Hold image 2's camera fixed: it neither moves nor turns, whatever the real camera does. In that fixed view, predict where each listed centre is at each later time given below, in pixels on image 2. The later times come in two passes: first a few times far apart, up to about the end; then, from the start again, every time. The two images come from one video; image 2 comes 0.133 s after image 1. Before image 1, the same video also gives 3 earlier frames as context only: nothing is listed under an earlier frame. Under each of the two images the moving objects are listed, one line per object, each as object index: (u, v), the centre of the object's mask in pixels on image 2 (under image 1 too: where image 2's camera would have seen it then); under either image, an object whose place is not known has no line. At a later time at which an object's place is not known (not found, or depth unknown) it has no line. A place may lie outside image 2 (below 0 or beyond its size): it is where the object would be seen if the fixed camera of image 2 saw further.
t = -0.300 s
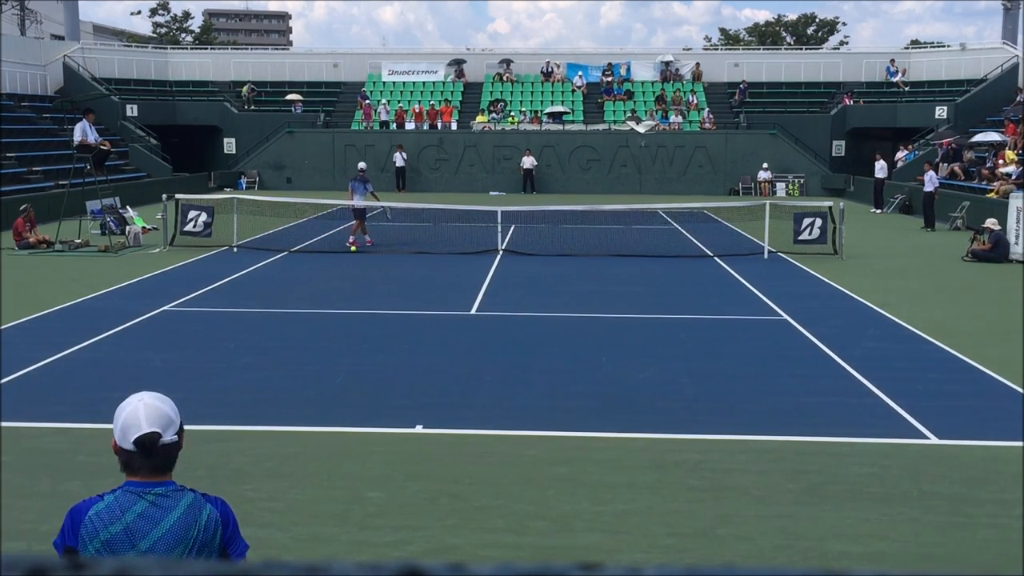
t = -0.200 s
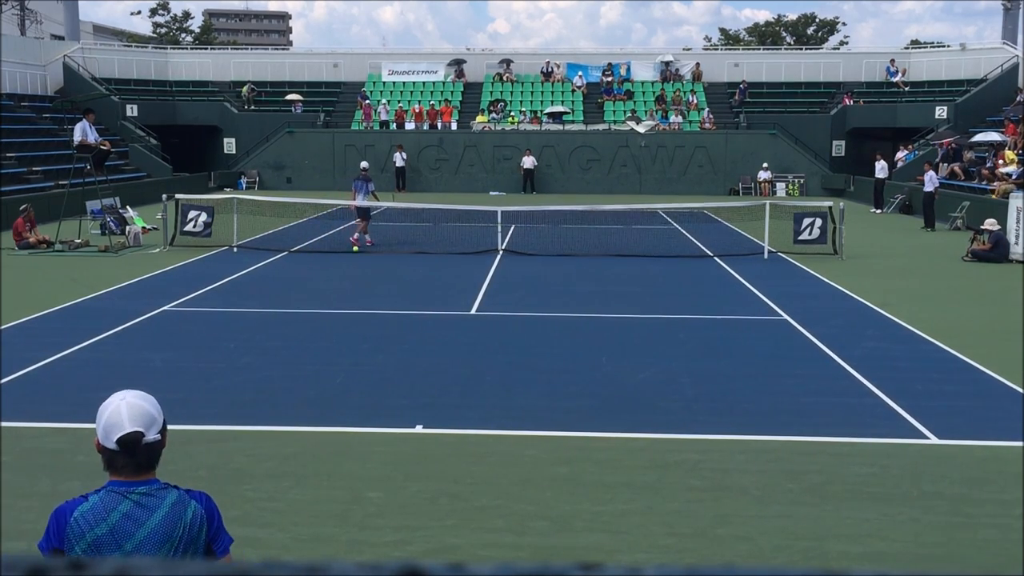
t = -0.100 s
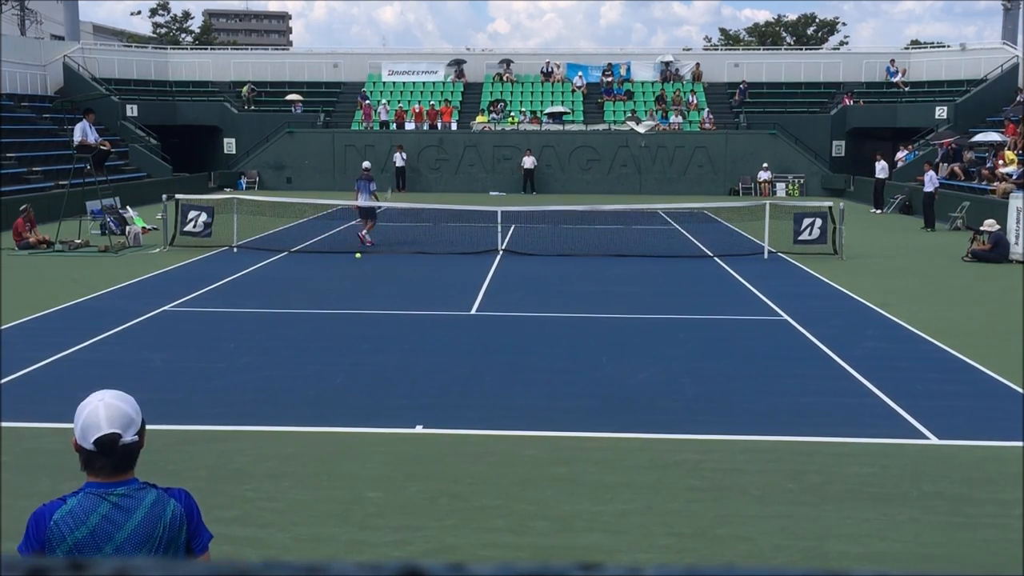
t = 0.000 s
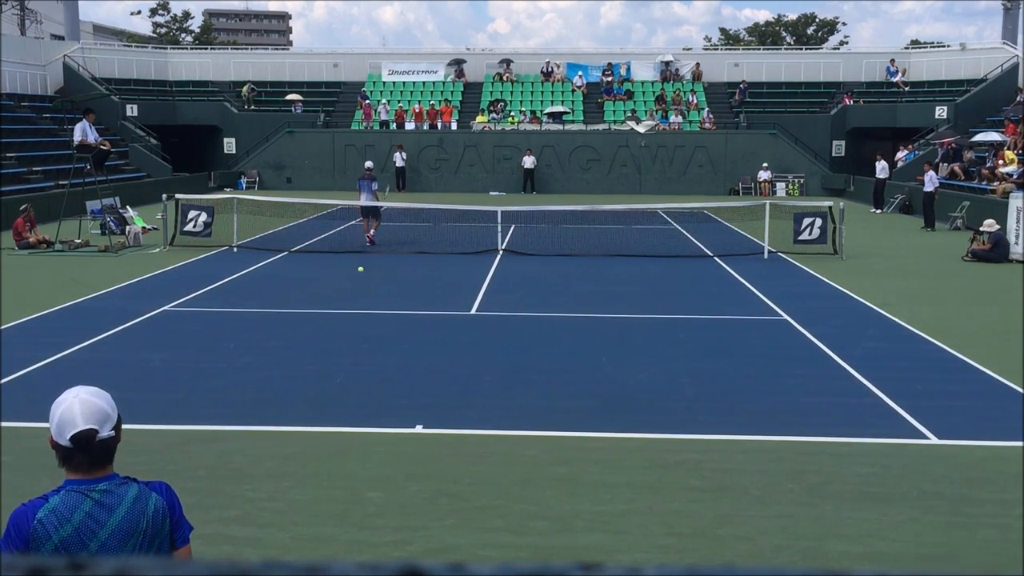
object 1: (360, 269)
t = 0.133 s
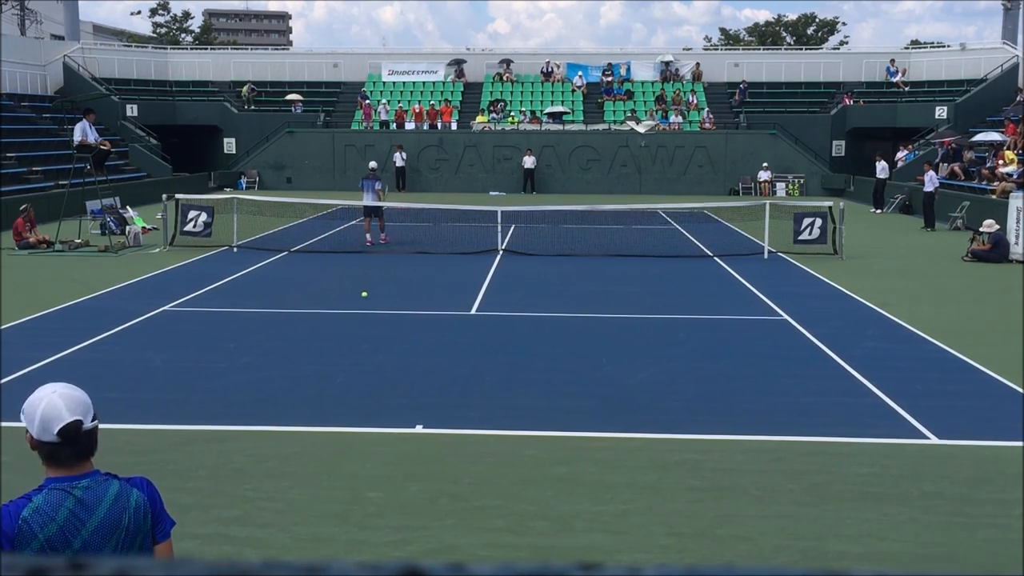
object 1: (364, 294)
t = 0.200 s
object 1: (365, 284)
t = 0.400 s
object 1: (370, 274)
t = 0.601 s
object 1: (375, 292)
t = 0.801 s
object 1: (379, 299)
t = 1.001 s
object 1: (384, 300)
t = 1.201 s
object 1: (388, 321)
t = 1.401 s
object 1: (393, 318)
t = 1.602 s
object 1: (399, 334)
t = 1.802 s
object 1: (404, 339)
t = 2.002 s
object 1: (409, 346)
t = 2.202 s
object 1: (415, 357)
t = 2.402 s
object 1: (420, 366)
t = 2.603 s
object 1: (425, 375)
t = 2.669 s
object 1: (427, 379)
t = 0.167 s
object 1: (364, 288)
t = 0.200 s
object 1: (365, 284)
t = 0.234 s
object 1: (366, 281)
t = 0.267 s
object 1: (367, 278)
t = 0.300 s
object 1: (367, 276)
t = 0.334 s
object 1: (368, 274)
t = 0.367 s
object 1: (369, 274)
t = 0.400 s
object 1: (370, 274)
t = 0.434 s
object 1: (371, 275)
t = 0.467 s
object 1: (371, 277)
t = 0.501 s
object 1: (372, 279)
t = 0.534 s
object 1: (373, 283)
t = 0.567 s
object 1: (374, 287)
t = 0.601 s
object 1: (375, 292)
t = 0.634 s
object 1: (376, 298)
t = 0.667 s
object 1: (377, 305)
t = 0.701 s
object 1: (377, 310)
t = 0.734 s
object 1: (378, 306)
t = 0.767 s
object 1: (379, 302)
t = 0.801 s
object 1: (379, 299)
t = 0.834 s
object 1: (380, 298)
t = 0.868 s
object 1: (381, 296)
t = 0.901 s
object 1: (381, 296)
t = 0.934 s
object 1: (382, 297)
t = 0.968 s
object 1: (383, 298)
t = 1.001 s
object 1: (384, 300)
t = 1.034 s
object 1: (384, 304)
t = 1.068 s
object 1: (386, 308)
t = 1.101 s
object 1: (386, 313)
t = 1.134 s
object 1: (387, 319)
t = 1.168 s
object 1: (388, 324)
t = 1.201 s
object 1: (388, 321)
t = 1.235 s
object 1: (389, 318)
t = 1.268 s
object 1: (390, 316)
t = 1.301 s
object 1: (391, 315)
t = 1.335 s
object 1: (392, 315)
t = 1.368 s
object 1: (393, 316)
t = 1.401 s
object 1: (393, 318)
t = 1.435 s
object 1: (394, 320)
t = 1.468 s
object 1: (395, 324)
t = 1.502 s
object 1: (396, 329)
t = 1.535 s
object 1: (397, 335)
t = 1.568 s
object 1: (398, 336)
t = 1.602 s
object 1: (399, 334)
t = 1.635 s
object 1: (400, 332)
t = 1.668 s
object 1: (401, 332)
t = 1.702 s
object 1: (401, 332)
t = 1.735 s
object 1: (402, 333)
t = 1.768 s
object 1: (403, 336)
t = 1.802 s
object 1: (404, 339)
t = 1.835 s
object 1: (405, 344)
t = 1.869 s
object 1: (406, 349)
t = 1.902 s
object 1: (407, 347)
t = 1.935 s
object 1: (407, 345)
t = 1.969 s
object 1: (408, 345)
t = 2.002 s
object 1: (409, 346)
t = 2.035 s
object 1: (410, 348)
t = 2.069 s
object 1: (411, 351)
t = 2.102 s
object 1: (412, 356)
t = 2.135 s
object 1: (413, 359)
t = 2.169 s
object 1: (414, 358)
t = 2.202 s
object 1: (415, 357)
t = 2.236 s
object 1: (415, 357)
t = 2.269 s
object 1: (416, 359)
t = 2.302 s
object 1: (417, 362)
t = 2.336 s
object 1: (418, 366)
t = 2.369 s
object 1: (419, 367)
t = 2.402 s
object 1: (420, 366)
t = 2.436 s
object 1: (421, 367)
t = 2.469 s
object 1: (422, 368)
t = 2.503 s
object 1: (423, 371)
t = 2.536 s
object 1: (424, 374)
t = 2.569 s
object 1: (425, 376)
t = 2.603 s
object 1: (425, 375)
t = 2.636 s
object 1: (426, 376)
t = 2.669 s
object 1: (427, 379)
